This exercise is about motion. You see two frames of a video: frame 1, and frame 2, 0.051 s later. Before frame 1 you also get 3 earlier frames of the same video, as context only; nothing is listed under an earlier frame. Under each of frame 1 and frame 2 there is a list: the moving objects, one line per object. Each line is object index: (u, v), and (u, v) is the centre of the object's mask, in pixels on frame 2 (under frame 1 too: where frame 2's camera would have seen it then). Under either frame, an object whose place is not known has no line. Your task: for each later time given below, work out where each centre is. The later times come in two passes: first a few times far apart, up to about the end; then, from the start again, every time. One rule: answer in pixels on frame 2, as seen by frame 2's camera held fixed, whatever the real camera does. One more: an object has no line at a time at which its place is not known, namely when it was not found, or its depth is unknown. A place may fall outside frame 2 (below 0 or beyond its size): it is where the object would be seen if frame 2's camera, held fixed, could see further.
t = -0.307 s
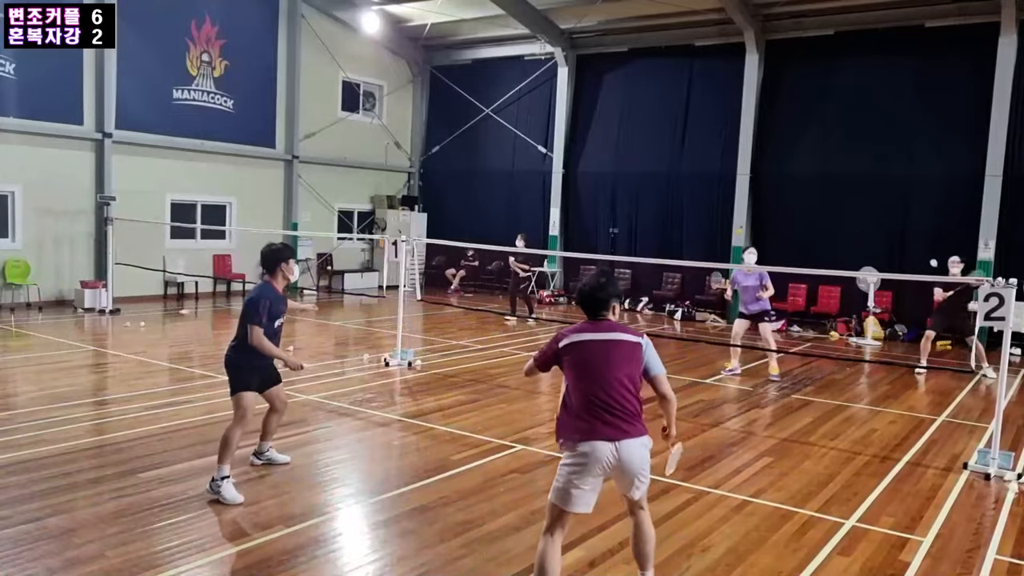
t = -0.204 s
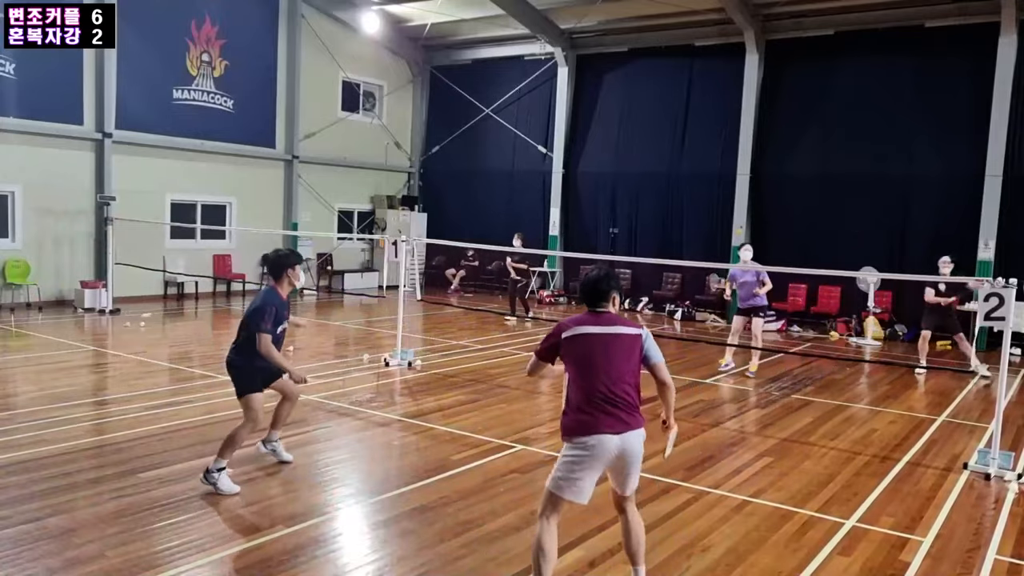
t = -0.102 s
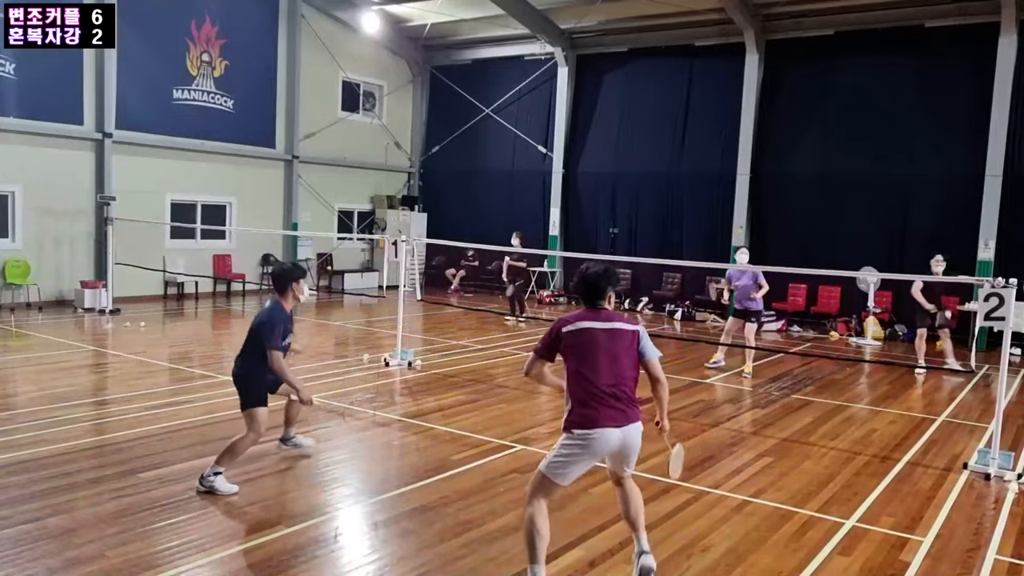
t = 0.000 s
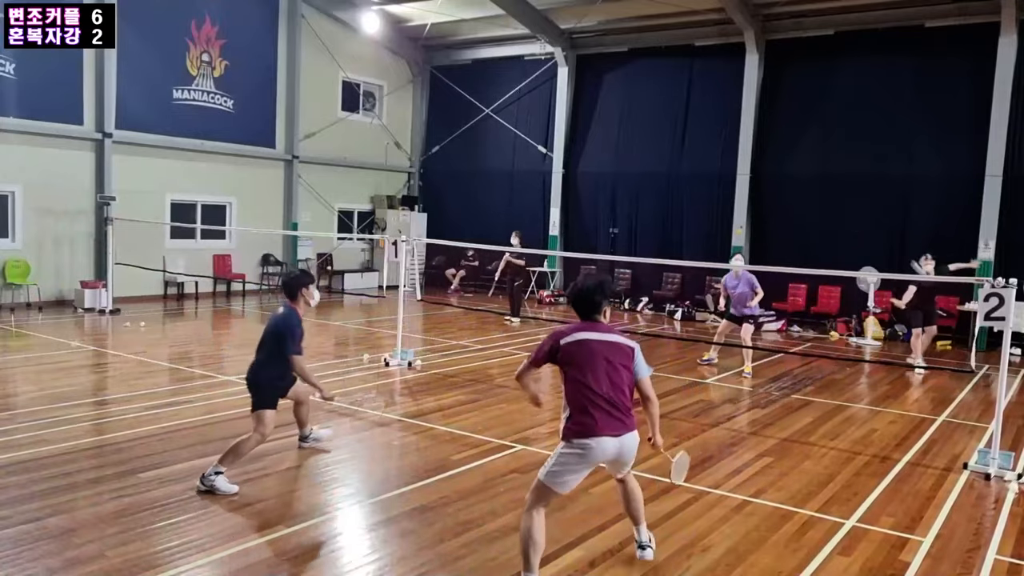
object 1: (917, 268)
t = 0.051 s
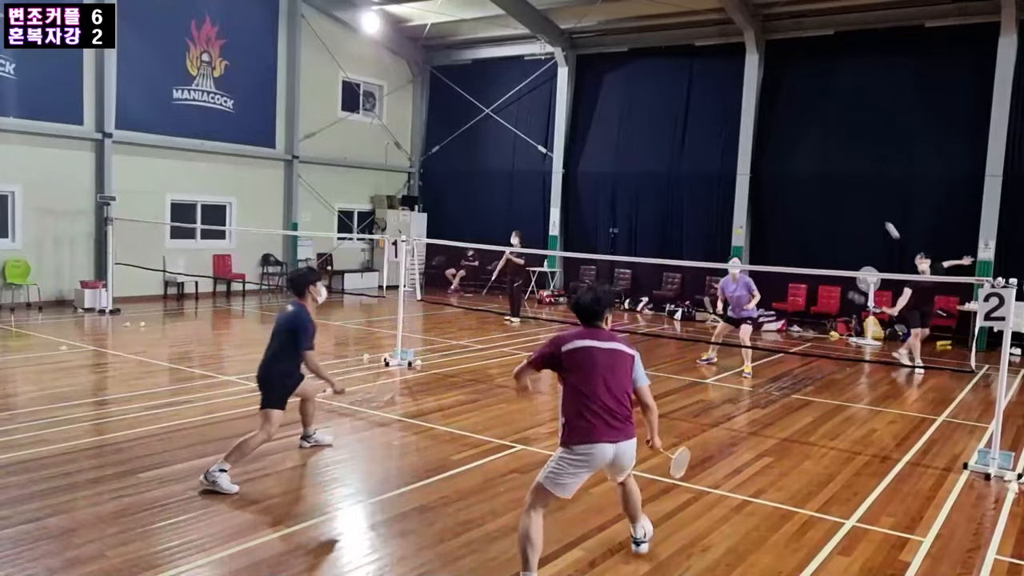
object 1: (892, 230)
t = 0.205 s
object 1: (818, 141)
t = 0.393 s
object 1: (730, 73)
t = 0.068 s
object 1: (883, 219)
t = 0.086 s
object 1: (874, 208)
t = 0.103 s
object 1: (866, 197)
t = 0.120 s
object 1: (858, 187)
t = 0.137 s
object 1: (850, 177)
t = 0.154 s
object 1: (842, 168)
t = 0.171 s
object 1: (834, 159)
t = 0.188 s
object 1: (826, 150)
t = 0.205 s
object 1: (818, 141)
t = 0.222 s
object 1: (810, 133)
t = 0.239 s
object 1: (802, 126)
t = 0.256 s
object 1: (794, 118)
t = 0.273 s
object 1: (787, 112)
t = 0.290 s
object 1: (779, 105)
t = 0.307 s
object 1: (771, 99)
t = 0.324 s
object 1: (763, 93)
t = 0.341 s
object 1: (756, 88)
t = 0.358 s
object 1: (747, 82)
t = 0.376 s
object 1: (738, 77)
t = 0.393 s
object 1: (730, 73)
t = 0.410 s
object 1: (722, 69)
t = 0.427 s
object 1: (714, 65)
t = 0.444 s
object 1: (705, 62)
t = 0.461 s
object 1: (697, 59)
